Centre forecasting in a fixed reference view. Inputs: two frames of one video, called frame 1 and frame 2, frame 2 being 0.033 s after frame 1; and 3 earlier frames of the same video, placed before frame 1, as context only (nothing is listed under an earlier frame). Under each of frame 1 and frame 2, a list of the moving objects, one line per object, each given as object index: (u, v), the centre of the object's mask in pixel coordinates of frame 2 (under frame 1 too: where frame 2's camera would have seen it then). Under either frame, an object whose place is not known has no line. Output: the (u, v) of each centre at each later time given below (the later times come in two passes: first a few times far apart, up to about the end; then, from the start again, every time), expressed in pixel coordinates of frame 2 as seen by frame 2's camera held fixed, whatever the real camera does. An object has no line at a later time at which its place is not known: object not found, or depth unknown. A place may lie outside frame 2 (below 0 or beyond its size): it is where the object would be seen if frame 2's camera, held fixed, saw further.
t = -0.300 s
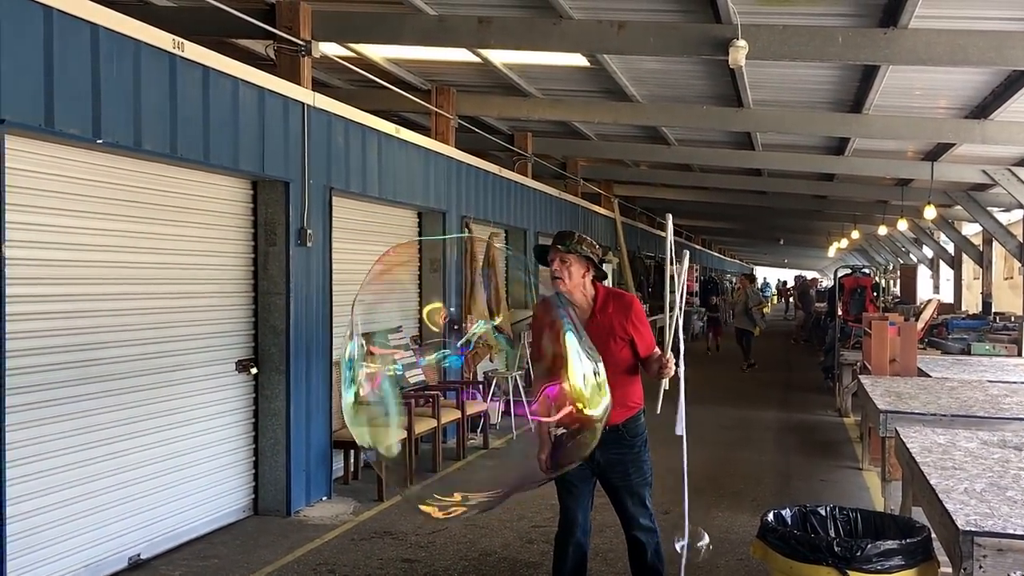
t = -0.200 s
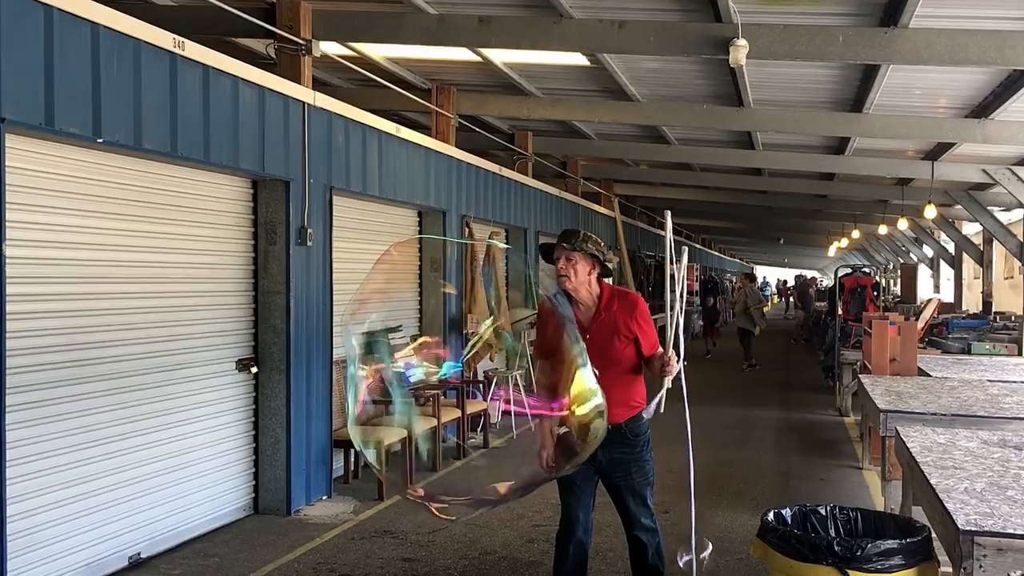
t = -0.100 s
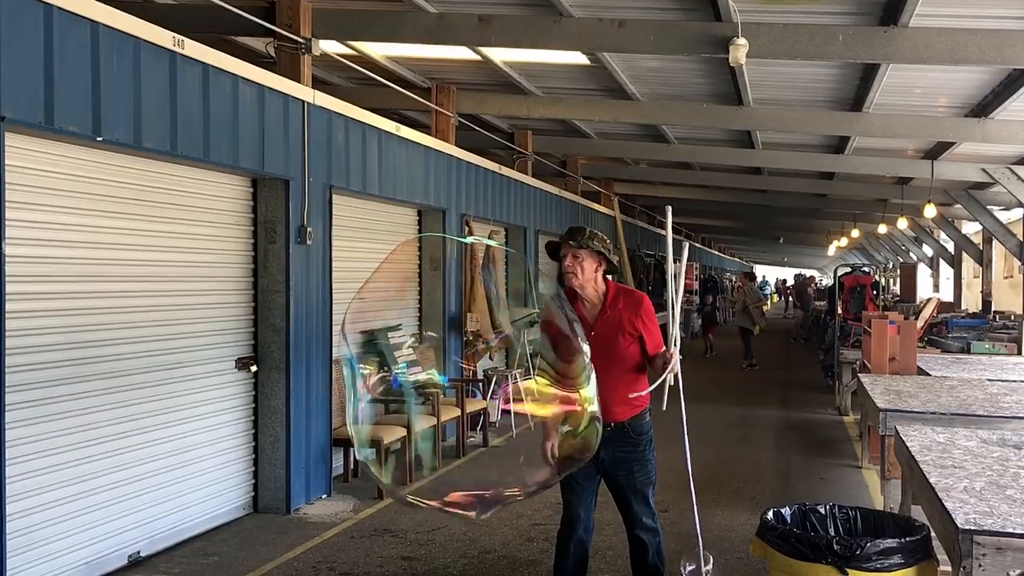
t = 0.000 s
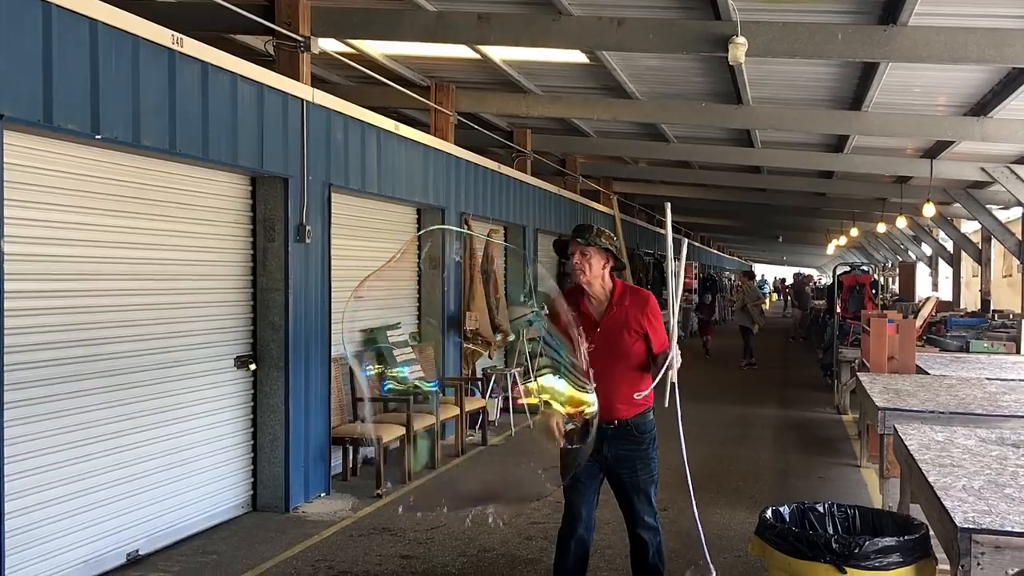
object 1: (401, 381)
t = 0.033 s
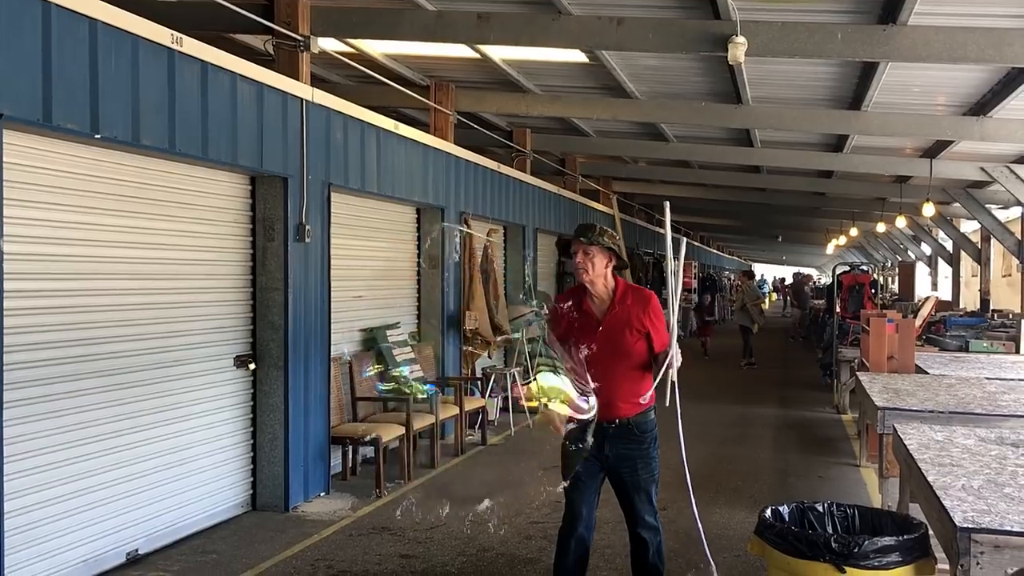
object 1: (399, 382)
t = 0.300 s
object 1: (384, 415)
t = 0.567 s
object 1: (359, 440)
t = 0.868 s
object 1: (337, 471)
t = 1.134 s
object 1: (318, 493)
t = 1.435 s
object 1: (294, 516)
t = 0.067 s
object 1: (401, 392)
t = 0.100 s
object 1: (401, 394)
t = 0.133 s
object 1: (398, 399)
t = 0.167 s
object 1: (392, 401)
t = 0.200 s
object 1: (390, 402)
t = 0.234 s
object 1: (388, 406)
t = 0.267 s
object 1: (384, 412)
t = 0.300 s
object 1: (384, 415)
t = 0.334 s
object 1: (379, 417)
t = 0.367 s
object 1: (378, 419)
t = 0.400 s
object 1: (371, 426)
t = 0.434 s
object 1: (368, 428)
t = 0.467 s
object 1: (366, 431)
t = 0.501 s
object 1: (363, 434)
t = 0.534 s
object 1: (360, 438)
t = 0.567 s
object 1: (359, 440)
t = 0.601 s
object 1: (355, 441)
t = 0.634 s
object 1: (354, 445)
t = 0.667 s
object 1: (347, 449)
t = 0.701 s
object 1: (348, 452)
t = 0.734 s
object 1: (344, 456)
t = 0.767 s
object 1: (341, 458)
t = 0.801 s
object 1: (340, 461)
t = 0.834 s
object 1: (337, 463)
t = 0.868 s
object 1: (337, 471)
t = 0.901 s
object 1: (331, 465)
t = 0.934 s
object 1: (331, 478)
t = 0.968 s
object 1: (328, 482)
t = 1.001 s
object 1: (326, 484)
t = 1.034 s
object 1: (325, 485)
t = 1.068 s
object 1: (322, 483)
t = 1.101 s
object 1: (320, 491)
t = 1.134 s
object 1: (318, 493)
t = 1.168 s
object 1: (317, 494)
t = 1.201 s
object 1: (315, 496)
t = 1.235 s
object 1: (312, 501)
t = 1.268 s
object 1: (307, 498)
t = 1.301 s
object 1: (308, 505)
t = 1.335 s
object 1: (302, 507)
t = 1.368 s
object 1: (299, 505)
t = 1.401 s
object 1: (299, 510)
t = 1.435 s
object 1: (294, 516)
